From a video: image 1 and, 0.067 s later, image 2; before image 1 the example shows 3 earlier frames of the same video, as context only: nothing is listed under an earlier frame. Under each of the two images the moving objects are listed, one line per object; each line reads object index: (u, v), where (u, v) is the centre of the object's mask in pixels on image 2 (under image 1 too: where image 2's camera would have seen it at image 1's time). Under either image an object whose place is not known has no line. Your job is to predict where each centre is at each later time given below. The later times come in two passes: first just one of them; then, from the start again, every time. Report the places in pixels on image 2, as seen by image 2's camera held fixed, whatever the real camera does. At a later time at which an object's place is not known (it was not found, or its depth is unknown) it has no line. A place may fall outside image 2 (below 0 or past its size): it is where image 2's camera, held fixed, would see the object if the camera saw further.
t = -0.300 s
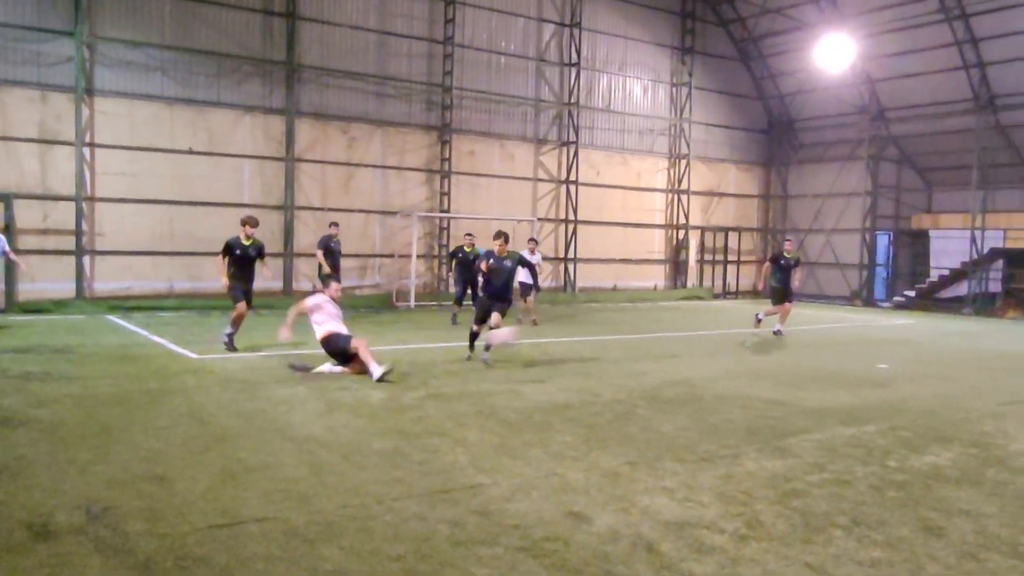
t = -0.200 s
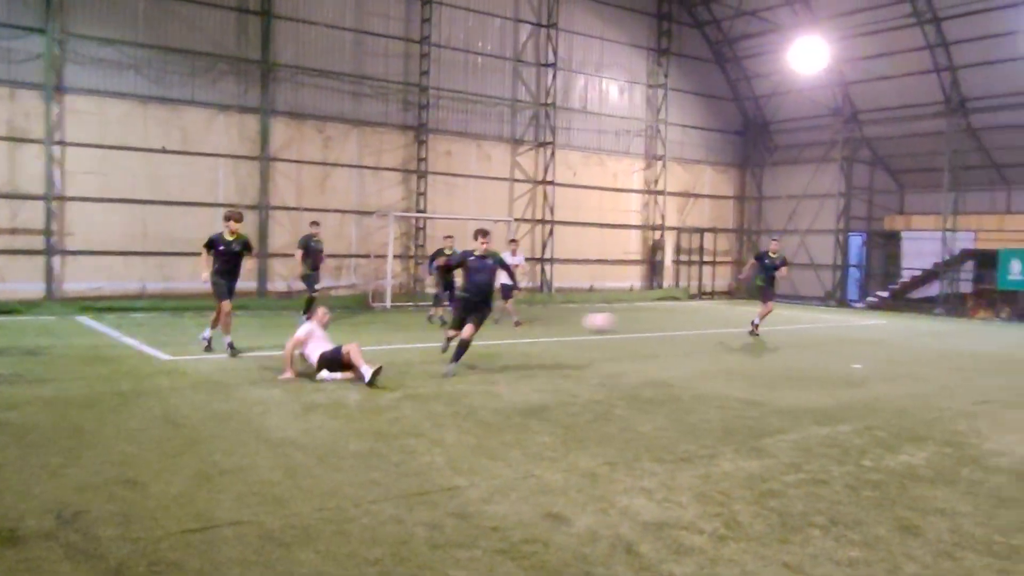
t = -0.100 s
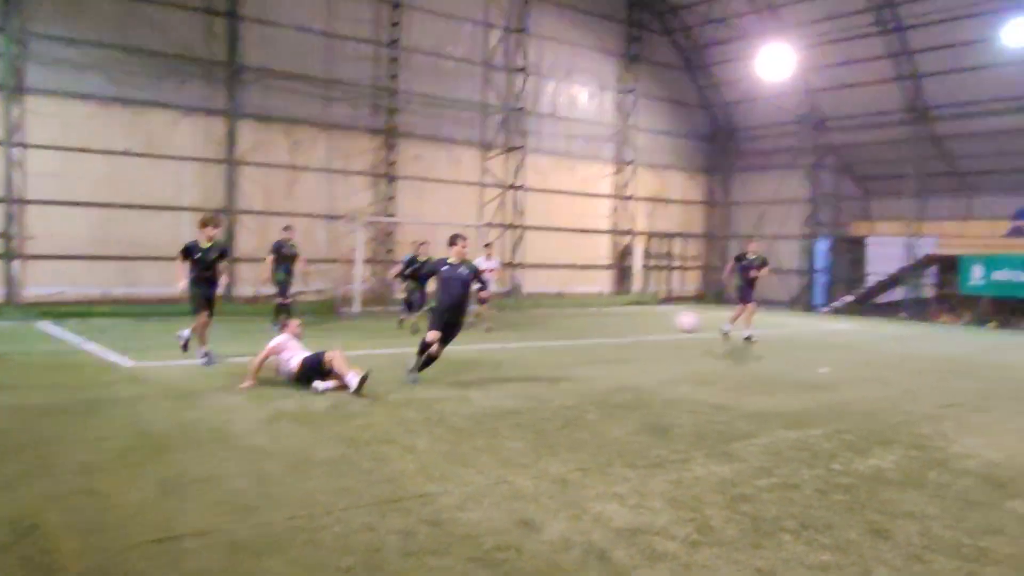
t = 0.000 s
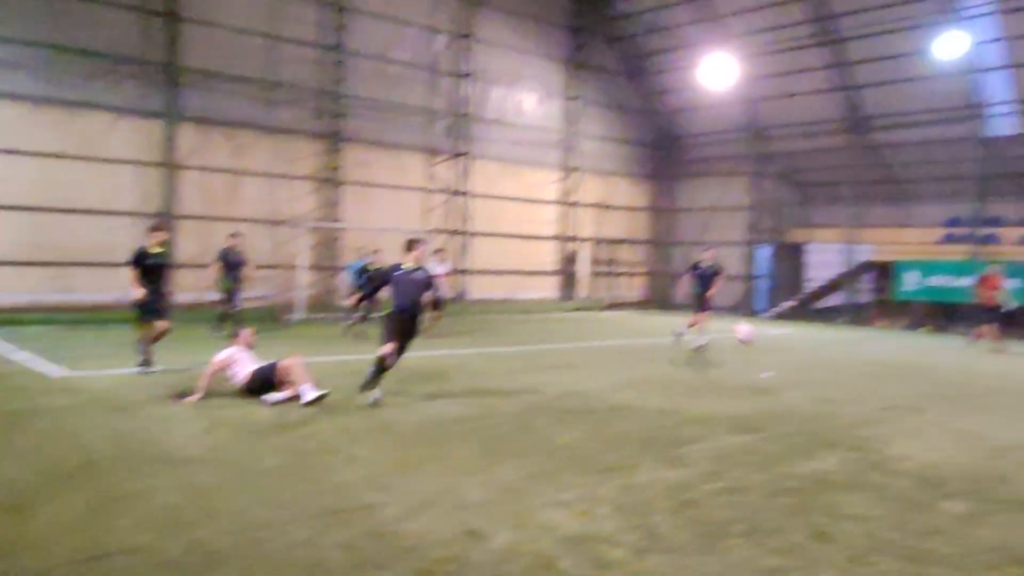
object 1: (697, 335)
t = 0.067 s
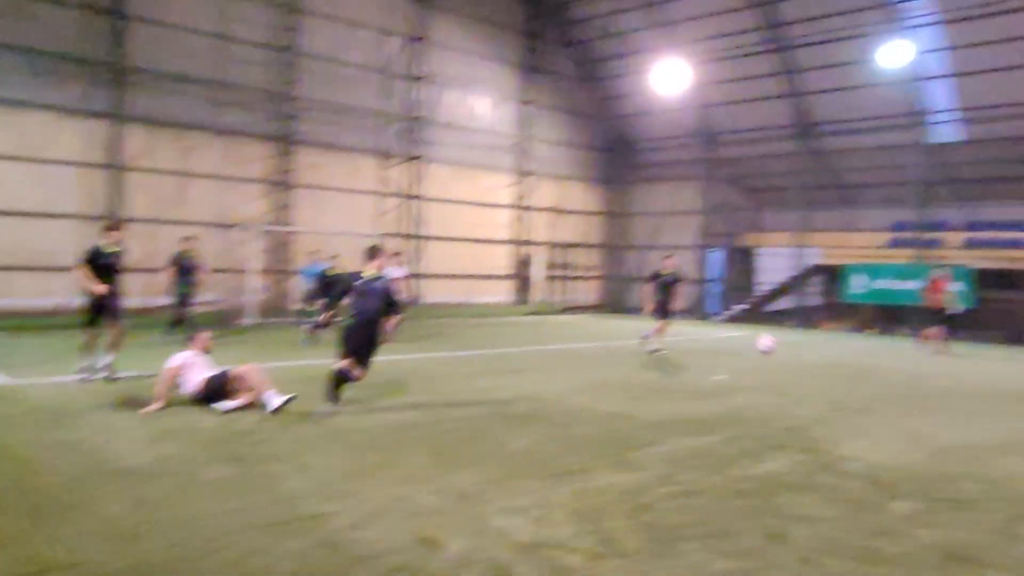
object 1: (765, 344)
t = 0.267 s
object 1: (950, 392)
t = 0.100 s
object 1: (799, 349)
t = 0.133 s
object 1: (831, 356)
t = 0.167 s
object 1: (862, 364)
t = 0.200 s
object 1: (892, 372)
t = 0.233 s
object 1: (922, 381)
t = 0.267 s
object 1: (950, 392)
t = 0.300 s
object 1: (972, 391)
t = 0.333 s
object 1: (991, 386)
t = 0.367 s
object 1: (1007, 379)
